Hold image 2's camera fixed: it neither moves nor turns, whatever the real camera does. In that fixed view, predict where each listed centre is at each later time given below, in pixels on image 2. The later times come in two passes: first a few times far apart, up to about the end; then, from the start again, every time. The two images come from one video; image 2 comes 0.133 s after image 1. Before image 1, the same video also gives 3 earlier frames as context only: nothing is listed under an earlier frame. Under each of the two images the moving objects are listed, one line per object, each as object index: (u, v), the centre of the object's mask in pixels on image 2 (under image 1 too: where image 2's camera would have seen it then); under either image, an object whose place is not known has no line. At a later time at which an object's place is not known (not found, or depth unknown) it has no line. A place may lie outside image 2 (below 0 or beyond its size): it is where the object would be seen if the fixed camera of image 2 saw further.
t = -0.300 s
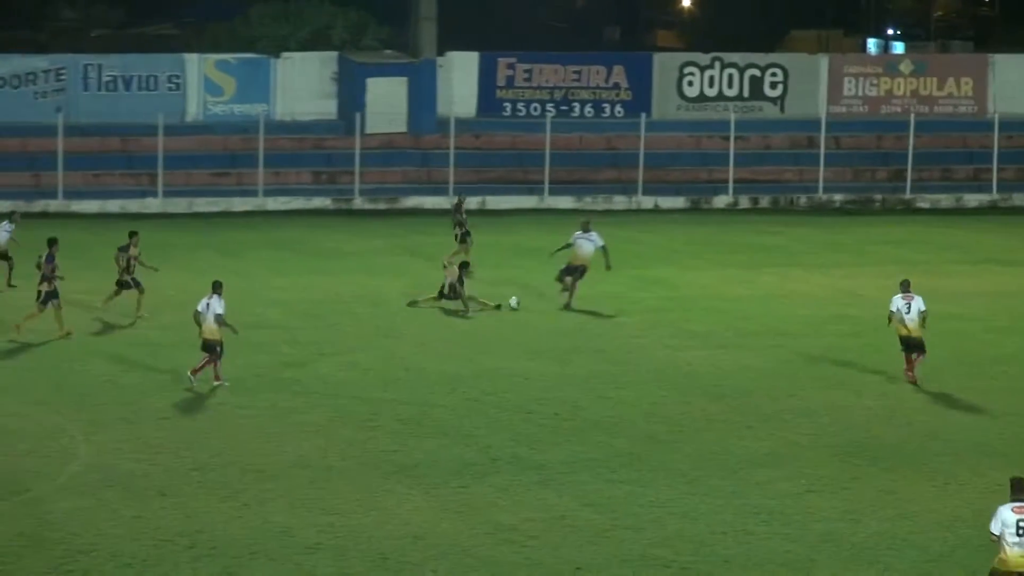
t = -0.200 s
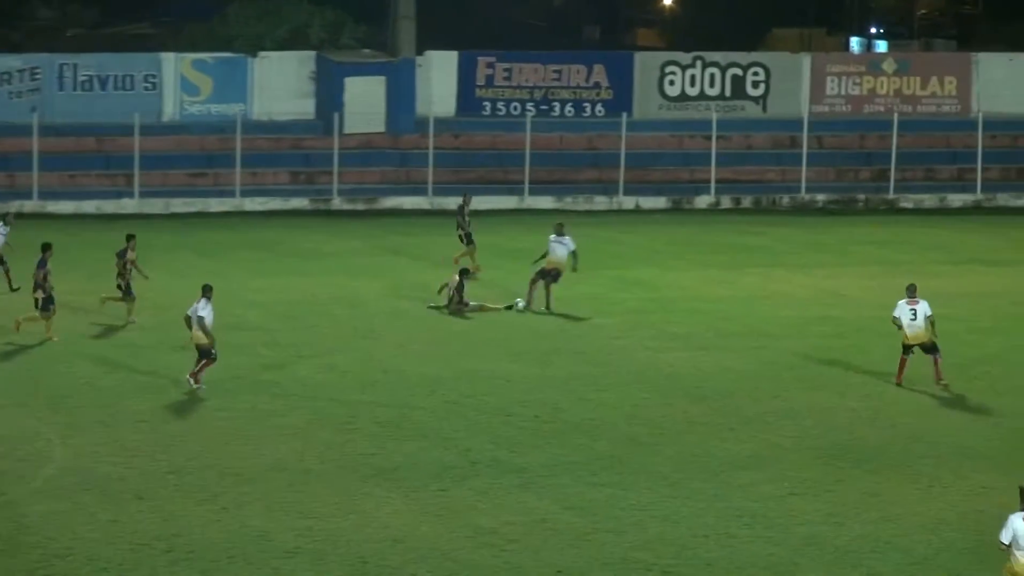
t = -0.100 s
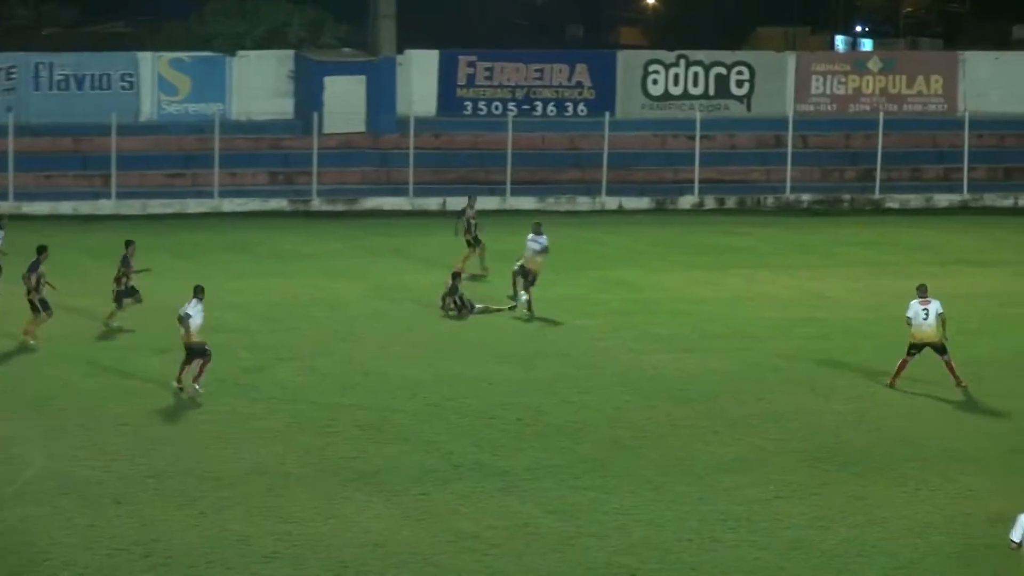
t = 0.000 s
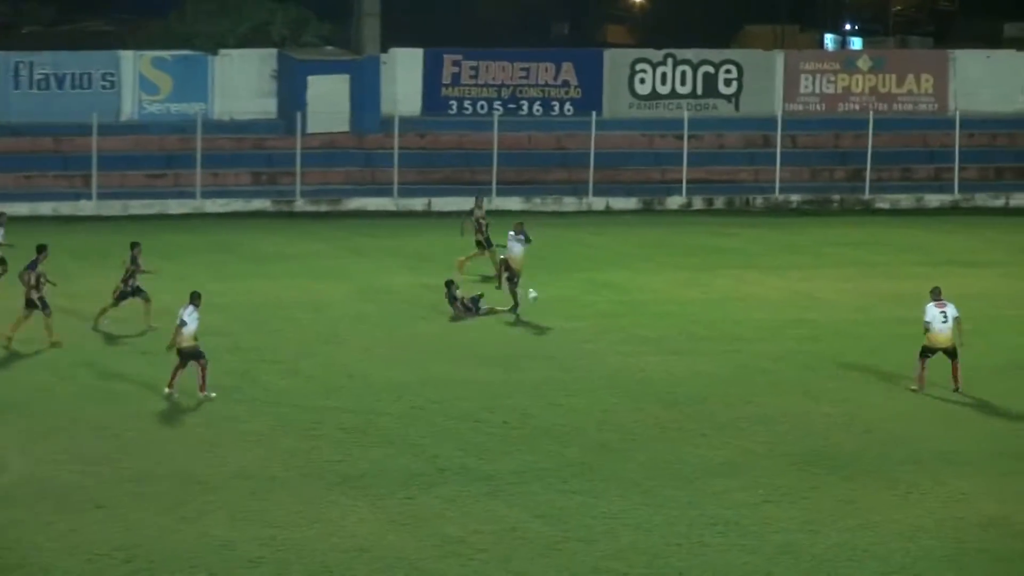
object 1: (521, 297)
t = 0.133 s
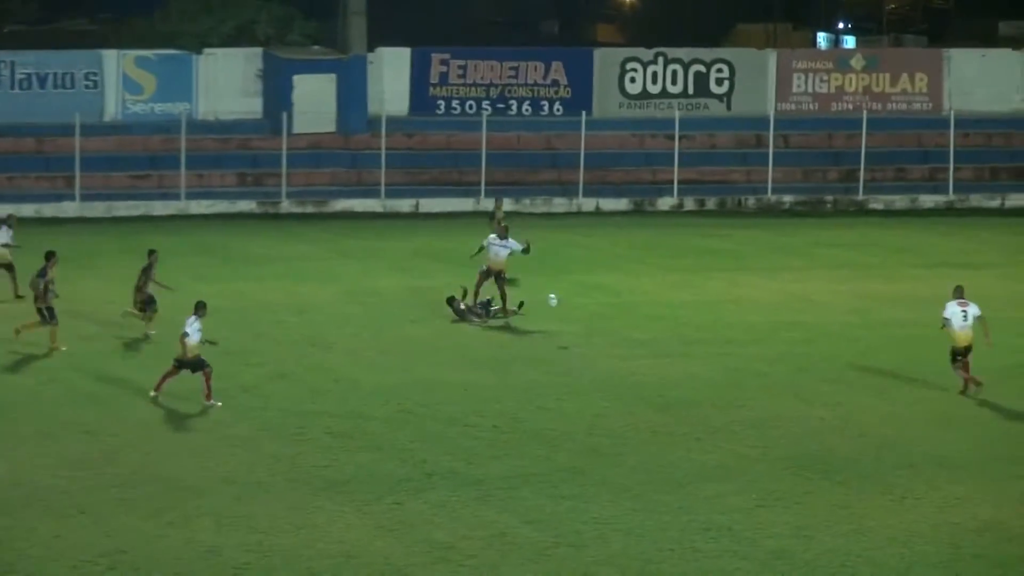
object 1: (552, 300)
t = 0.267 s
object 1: (588, 315)
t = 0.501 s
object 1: (652, 359)
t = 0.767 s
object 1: (713, 351)
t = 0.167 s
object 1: (562, 302)
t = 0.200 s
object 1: (571, 307)
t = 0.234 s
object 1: (579, 310)
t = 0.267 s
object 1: (588, 315)
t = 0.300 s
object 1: (597, 321)
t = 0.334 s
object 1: (606, 328)
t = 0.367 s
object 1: (616, 335)
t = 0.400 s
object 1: (626, 342)
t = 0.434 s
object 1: (634, 350)
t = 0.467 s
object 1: (644, 360)
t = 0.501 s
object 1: (652, 359)
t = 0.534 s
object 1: (660, 355)
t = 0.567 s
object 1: (668, 352)
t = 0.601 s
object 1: (676, 351)
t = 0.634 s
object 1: (684, 349)
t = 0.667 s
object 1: (691, 349)
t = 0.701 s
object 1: (699, 349)
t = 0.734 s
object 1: (706, 349)
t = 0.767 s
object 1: (713, 351)
